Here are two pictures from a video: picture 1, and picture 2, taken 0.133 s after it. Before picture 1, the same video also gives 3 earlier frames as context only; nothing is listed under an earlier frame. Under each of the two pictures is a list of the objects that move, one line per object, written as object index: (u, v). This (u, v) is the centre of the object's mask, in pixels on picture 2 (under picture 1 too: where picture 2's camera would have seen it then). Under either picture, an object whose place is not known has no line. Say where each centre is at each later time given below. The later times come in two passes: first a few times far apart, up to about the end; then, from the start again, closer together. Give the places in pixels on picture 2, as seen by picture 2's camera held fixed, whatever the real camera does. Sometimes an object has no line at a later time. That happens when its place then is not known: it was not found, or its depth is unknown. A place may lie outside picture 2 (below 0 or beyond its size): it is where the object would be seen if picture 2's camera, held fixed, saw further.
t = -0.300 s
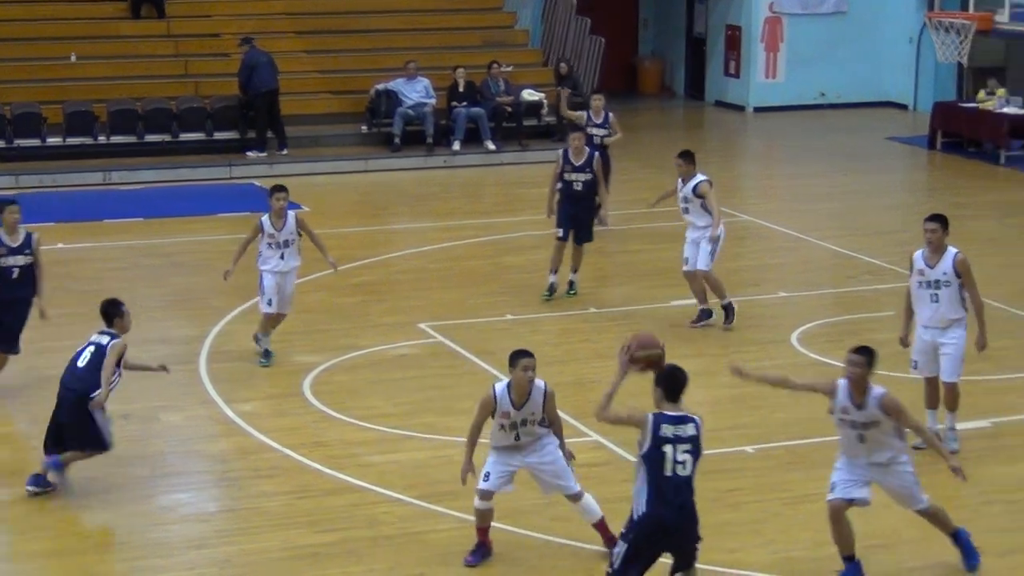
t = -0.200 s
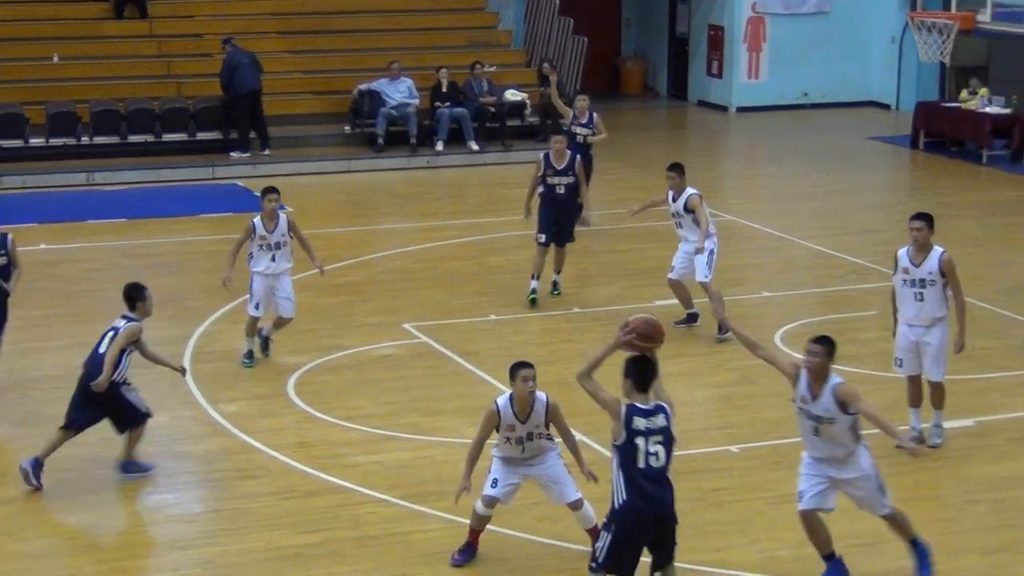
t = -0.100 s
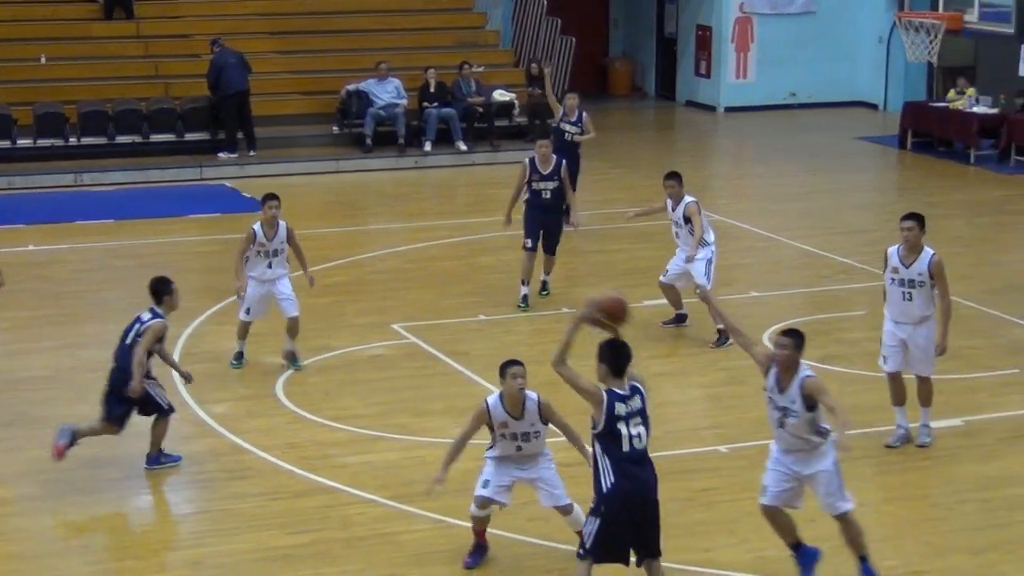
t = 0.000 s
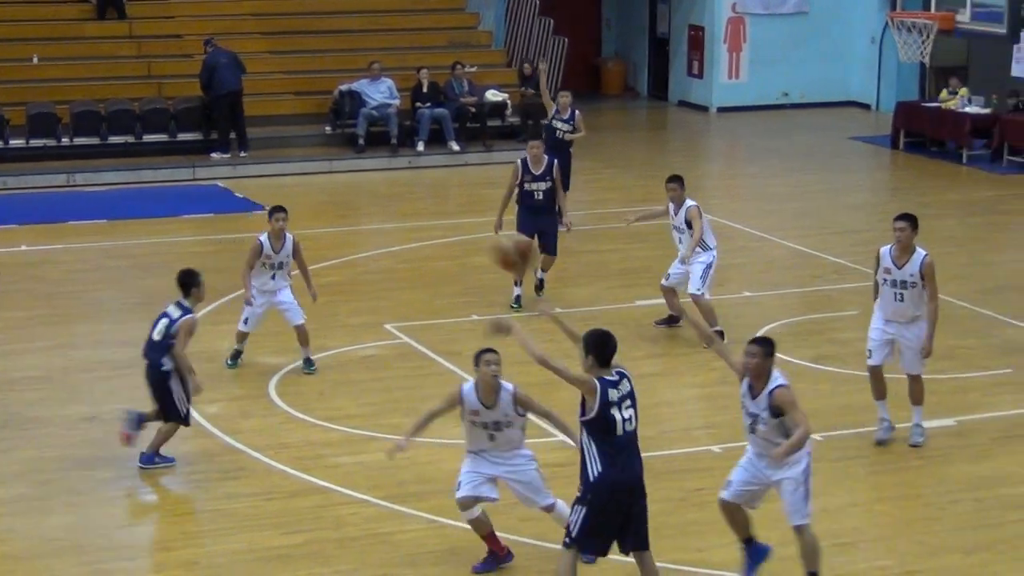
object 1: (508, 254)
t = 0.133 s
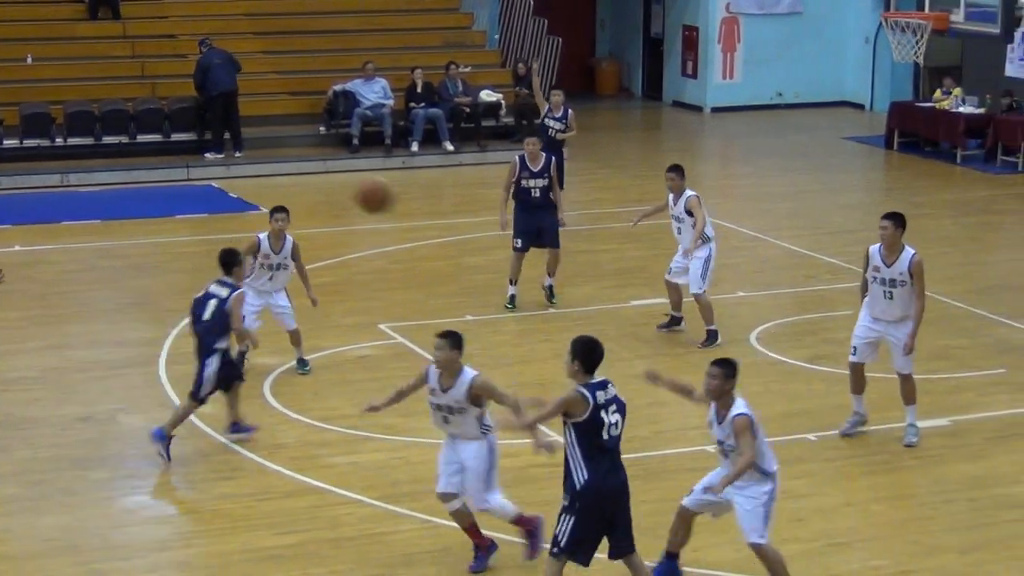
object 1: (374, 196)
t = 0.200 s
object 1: (312, 177)
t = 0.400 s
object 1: (141, 172)
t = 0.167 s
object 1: (343, 186)
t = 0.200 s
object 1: (312, 177)
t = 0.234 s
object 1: (282, 172)
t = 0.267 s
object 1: (252, 169)
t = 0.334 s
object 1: (196, 166)
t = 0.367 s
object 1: (167, 167)
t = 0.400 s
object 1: (141, 172)
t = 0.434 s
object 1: (113, 176)
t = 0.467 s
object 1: (88, 182)
